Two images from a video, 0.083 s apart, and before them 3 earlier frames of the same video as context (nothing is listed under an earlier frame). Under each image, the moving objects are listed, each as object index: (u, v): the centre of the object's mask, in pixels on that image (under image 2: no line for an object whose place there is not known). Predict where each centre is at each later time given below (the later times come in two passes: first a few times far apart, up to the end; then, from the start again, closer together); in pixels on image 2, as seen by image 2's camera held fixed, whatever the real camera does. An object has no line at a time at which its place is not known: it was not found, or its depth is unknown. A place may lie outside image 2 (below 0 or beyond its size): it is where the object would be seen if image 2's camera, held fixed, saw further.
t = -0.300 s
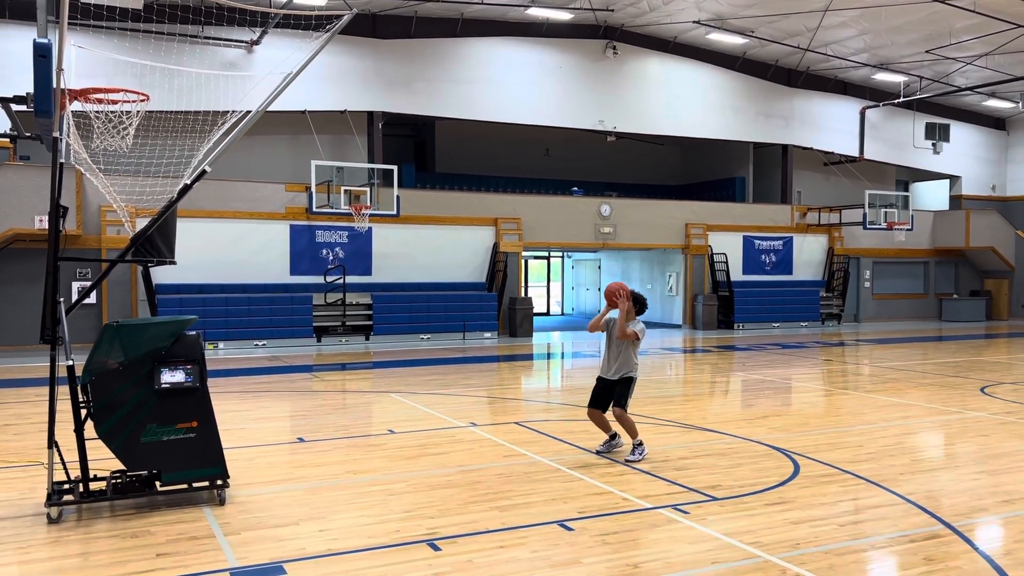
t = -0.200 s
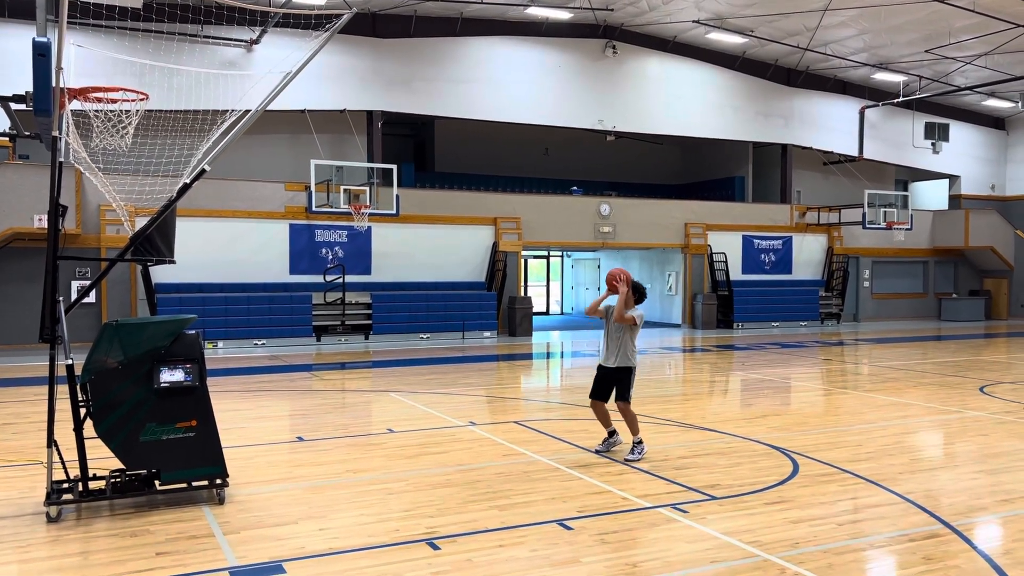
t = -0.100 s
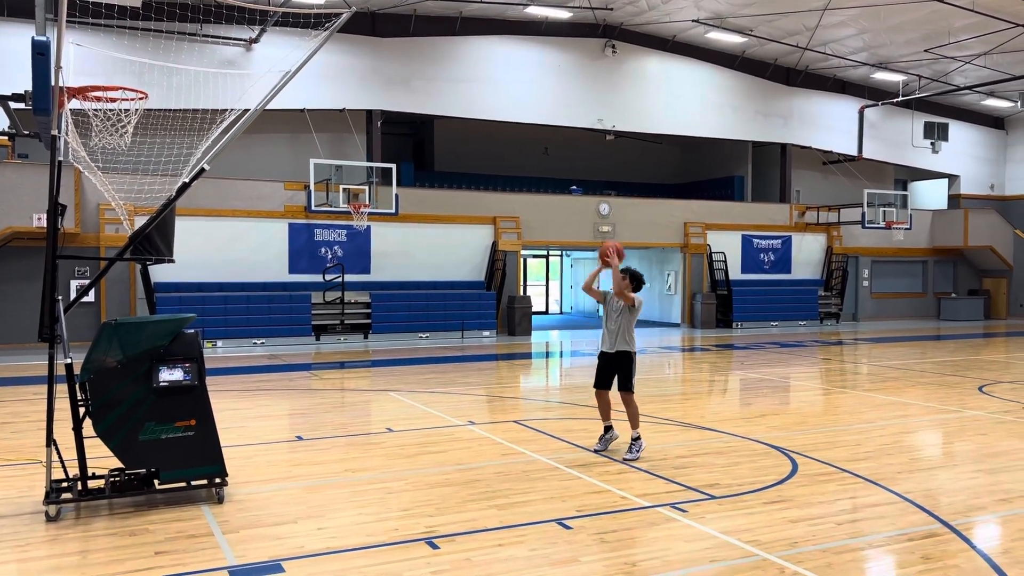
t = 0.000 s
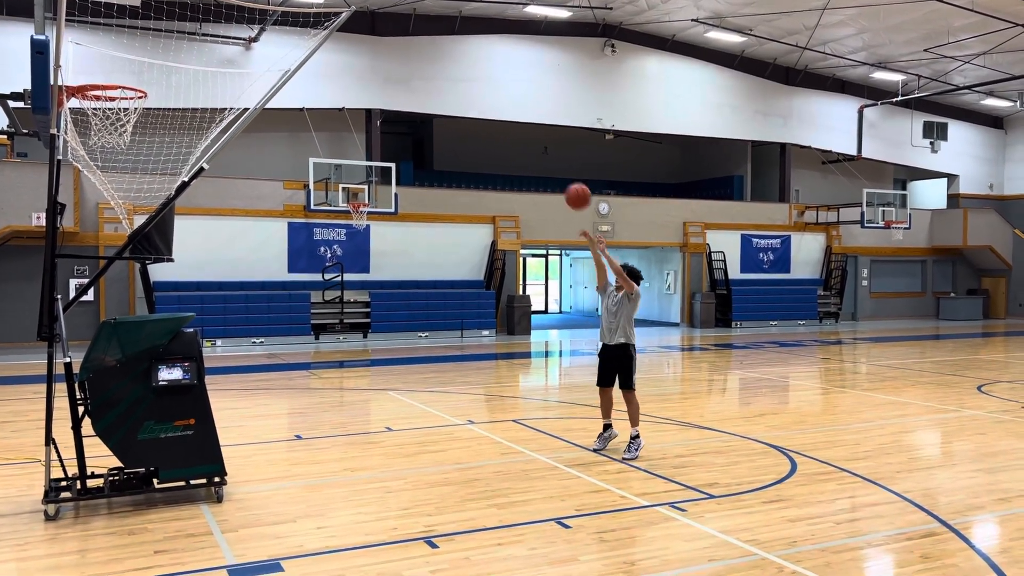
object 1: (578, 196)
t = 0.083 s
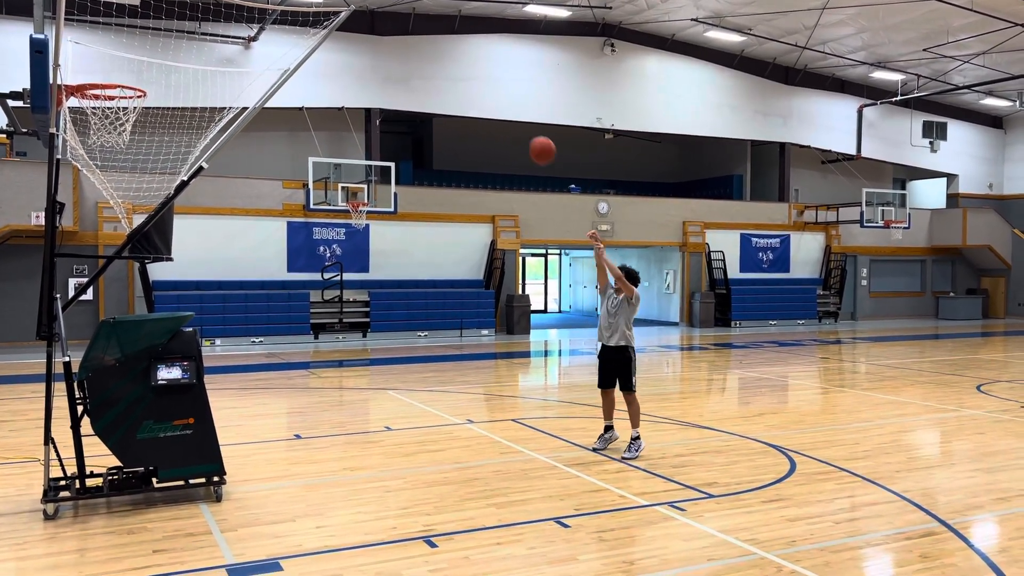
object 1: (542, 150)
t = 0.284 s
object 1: (451, 66)
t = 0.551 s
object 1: (316, 17)
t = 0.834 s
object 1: (159, 60)
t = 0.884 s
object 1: (130, 78)
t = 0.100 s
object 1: (535, 142)
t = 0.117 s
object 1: (528, 134)
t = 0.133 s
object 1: (521, 127)
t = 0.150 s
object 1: (513, 119)
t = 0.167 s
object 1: (505, 111)
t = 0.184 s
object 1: (497, 104)
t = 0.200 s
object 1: (490, 97)
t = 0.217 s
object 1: (482, 90)
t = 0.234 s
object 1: (474, 84)
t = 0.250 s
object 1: (467, 77)
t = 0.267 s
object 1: (459, 71)
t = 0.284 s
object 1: (451, 66)
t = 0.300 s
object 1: (443, 60)
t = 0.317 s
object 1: (435, 55)
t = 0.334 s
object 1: (427, 51)
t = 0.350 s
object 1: (418, 46)
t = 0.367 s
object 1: (410, 42)
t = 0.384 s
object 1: (402, 38)
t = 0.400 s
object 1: (394, 34)
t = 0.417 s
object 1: (386, 31)
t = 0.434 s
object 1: (377, 28)
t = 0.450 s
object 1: (369, 26)
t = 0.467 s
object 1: (360, 23)
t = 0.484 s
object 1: (354, 24)
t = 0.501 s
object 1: (346, 23)
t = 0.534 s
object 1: (322, 15)
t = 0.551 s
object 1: (316, 17)
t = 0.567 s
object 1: (308, 18)
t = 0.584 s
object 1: (299, 20)
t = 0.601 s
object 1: (290, 20)
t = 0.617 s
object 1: (281, 20)
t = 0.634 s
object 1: (272, 20)
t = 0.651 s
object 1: (262, 20)
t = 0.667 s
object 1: (253, 21)
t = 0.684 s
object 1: (244, 24)
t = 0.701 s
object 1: (235, 26)
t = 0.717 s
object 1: (226, 29)
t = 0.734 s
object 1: (216, 33)
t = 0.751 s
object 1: (207, 36)
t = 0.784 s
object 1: (188, 45)
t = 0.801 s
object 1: (178, 49)
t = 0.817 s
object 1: (169, 55)
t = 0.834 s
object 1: (159, 60)
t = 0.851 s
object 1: (149, 66)
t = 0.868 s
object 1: (140, 72)
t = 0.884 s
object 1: (130, 78)
